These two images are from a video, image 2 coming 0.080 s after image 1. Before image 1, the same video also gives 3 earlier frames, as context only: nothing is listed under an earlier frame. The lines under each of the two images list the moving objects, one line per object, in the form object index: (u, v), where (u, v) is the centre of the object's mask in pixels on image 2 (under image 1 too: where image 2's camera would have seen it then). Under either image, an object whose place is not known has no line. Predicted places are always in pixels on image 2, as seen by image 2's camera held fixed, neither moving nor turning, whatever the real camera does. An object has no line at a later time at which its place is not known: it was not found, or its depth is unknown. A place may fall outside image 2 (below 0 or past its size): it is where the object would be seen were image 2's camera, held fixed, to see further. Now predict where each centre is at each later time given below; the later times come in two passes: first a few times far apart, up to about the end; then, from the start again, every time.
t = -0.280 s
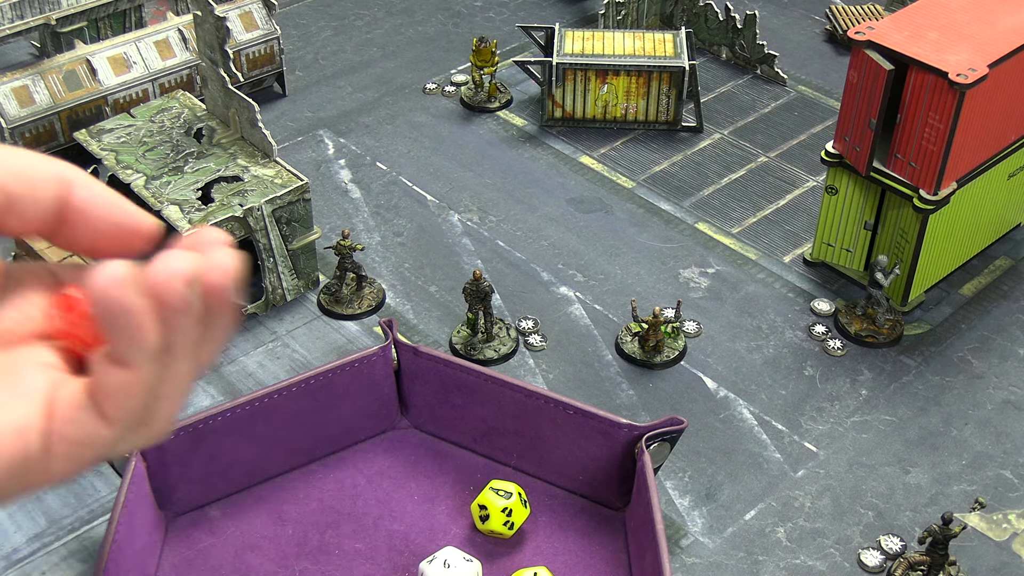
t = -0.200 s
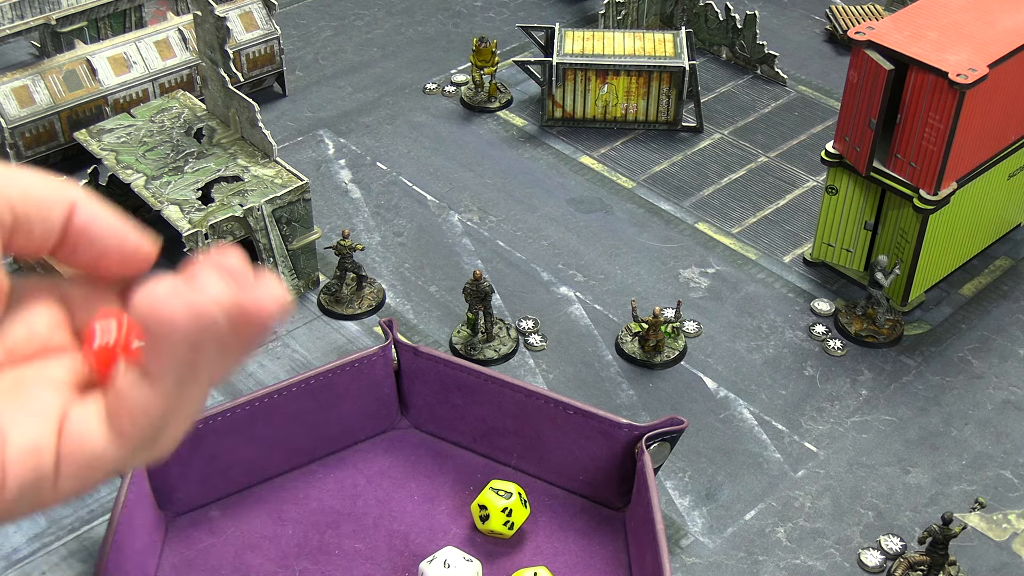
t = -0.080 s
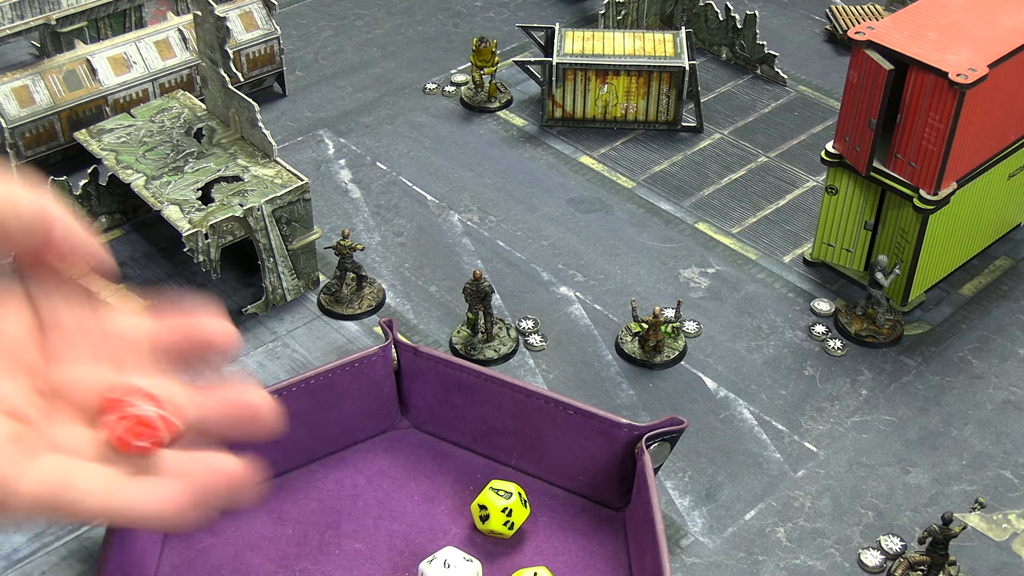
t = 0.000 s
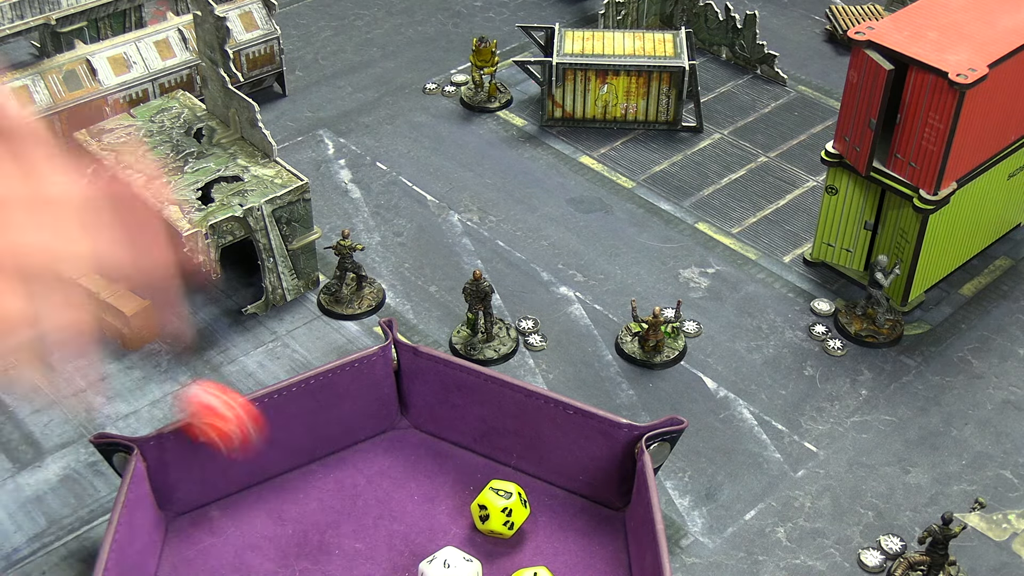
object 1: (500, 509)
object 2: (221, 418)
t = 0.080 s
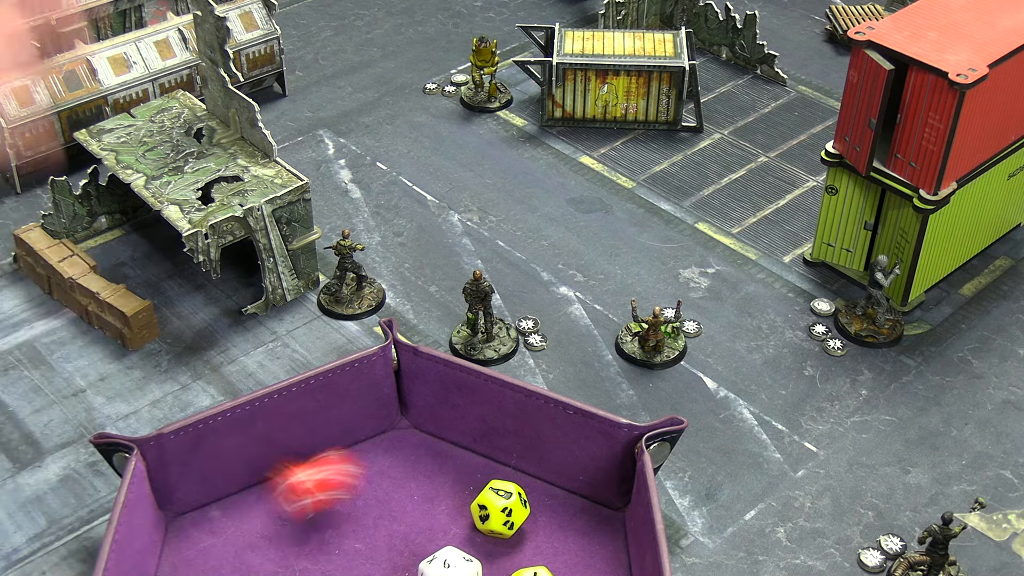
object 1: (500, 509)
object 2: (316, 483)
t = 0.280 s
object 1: (515, 521)
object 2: (528, 472)
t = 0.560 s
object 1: (522, 536)
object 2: (594, 521)
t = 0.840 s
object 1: (518, 535)
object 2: (584, 522)
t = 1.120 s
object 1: (519, 535)
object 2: (585, 523)
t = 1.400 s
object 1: (518, 535)
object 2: (584, 523)
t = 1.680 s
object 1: (518, 535)
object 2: (584, 523)
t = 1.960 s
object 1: (518, 535)
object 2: (584, 523)
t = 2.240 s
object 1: (518, 535)
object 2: (584, 523)
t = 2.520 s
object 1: (518, 535)
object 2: (584, 523)
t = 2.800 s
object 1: (519, 535)
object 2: (585, 523)
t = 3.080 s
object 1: (518, 535)
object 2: (584, 523)
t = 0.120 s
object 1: (500, 509)
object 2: (376, 469)
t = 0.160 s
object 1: (500, 509)
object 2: (440, 474)
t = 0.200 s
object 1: (504, 511)
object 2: (485, 459)
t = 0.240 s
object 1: (510, 516)
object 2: (509, 463)
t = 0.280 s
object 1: (515, 521)
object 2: (528, 472)
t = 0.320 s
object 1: (519, 527)
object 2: (543, 482)
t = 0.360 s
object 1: (517, 537)
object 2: (552, 495)
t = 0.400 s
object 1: (514, 539)
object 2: (560, 506)
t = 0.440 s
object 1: (512, 536)
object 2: (570, 517)
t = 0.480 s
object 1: (516, 534)
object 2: (577, 522)
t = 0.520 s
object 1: (523, 535)
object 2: (586, 525)
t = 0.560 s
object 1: (522, 536)
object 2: (594, 521)
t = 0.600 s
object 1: (518, 533)
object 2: (597, 518)
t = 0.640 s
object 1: (519, 535)
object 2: (593, 518)
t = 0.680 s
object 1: (519, 535)
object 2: (585, 520)
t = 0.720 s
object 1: (519, 535)
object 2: (584, 527)
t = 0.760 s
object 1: (519, 535)
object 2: (586, 527)
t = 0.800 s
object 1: (518, 535)
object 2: (585, 521)
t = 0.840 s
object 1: (518, 535)
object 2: (584, 522)
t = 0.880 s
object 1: (519, 535)
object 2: (586, 524)
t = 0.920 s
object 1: (519, 535)
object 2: (584, 523)
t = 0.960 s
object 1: (519, 535)
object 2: (585, 524)
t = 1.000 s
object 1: (518, 535)
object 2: (584, 523)
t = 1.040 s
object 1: (518, 535)
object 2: (584, 523)
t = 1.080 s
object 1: (518, 535)
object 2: (584, 523)
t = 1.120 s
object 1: (519, 535)
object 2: (585, 523)
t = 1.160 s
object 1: (518, 535)
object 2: (584, 523)
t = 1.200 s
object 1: (518, 535)
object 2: (584, 523)
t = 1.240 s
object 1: (518, 535)
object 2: (584, 523)
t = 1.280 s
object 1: (518, 535)
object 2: (584, 523)
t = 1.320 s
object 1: (518, 535)
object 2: (584, 523)
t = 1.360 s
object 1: (518, 535)
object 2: (584, 523)
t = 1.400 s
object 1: (518, 535)
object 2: (584, 523)
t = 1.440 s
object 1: (519, 535)
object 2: (584, 523)
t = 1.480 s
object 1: (518, 535)
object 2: (584, 523)
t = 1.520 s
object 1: (519, 535)
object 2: (584, 523)
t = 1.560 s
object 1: (518, 535)
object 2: (584, 523)
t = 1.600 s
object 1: (518, 535)
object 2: (584, 523)
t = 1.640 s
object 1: (518, 535)
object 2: (584, 523)
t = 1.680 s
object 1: (518, 535)
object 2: (584, 523)
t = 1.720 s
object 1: (519, 535)
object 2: (585, 523)
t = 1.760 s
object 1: (518, 535)
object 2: (584, 523)
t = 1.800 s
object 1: (518, 535)
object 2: (584, 523)
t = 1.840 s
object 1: (519, 535)
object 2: (585, 523)
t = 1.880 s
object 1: (518, 535)
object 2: (584, 523)
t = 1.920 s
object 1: (519, 535)
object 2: (585, 523)
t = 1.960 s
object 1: (518, 535)
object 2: (584, 523)
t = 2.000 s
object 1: (518, 535)
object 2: (584, 523)
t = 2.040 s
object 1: (518, 535)
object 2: (584, 523)
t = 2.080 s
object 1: (519, 535)
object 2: (585, 523)
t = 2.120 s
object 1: (519, 535)
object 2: (585, 523)
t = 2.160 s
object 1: (518, 535)
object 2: (584, 523)
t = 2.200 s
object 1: (518, 535)
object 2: (584, 523)
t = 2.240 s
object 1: (518, 535)
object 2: (584, 523)
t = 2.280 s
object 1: (518, 535)
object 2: (584, 523)
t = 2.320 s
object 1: (518, 535)
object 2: (584, 523)
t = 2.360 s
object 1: (518, 535)
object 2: (584, 523)
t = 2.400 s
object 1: (518, 535)
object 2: (584, 523)
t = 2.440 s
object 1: (518, 535)
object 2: (584, 523)
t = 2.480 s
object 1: (518, 535)
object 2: (584, 523)
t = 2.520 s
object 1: (518, 535)
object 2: (584, 523)
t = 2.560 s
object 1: (518, 535)
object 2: (584, 523)
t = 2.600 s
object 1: (518, 535)
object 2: (584, 523)
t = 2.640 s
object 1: (519, 535)
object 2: (584, 523)
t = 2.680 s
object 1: (518, 535)
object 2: (584, 523)
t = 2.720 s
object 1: (518, 535)
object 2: (584, 523)
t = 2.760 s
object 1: (518, 535)
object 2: (584, 523)
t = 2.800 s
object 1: (519, 535)
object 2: (585, 523)
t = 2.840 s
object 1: (518, 535)
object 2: (584, 523)
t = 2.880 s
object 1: (519, 535)
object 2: (585, 523)
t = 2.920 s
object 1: (519, 535)
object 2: (584, 523)
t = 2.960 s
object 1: (519, 535)
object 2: (585, 523)
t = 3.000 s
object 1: (518, 535)
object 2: (584, 523)
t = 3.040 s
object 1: (519, 535)
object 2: (584, 523)
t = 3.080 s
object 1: (518, 535)
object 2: (584, 523)
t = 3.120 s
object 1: (519, 535)
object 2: (584, 523)
